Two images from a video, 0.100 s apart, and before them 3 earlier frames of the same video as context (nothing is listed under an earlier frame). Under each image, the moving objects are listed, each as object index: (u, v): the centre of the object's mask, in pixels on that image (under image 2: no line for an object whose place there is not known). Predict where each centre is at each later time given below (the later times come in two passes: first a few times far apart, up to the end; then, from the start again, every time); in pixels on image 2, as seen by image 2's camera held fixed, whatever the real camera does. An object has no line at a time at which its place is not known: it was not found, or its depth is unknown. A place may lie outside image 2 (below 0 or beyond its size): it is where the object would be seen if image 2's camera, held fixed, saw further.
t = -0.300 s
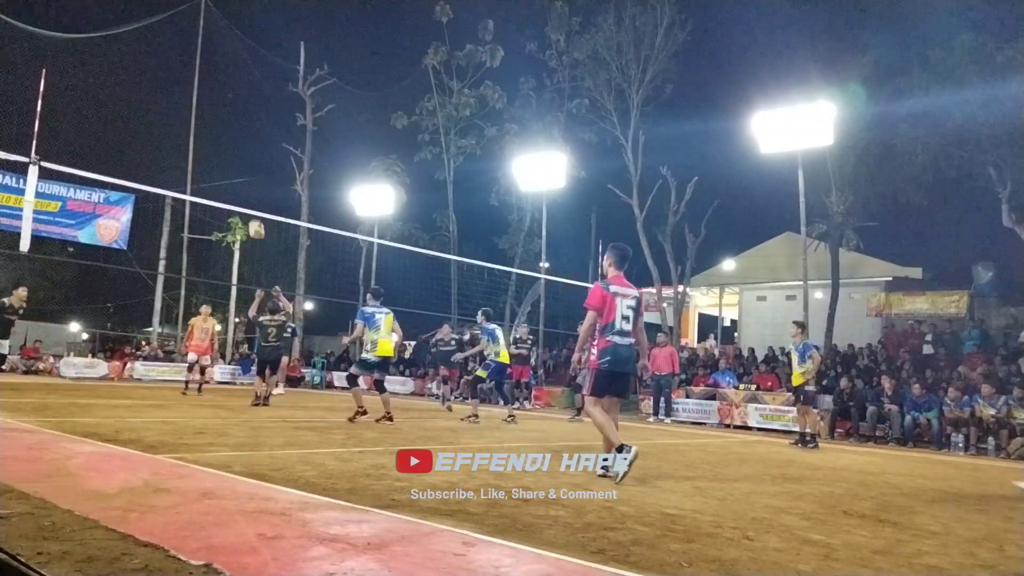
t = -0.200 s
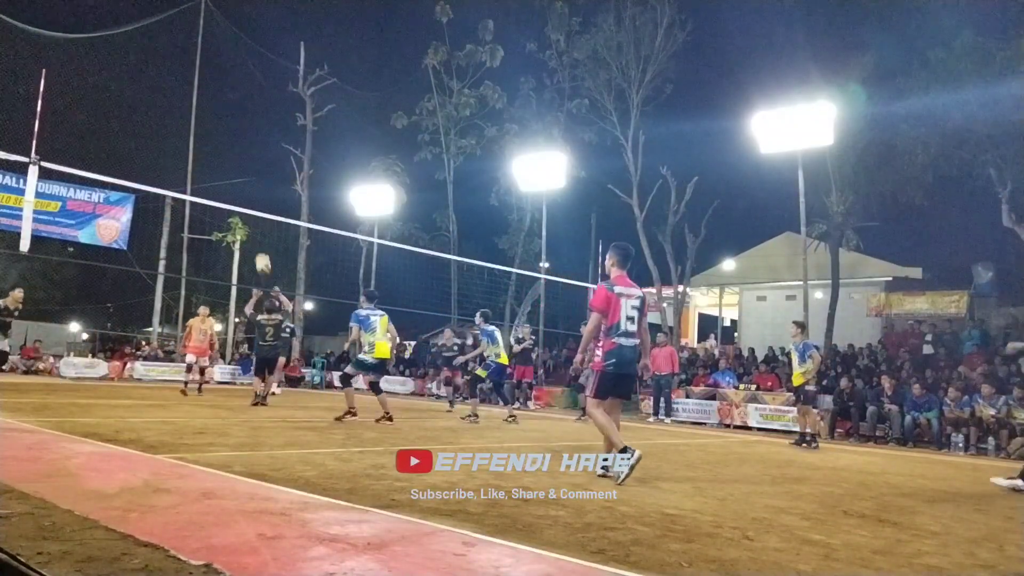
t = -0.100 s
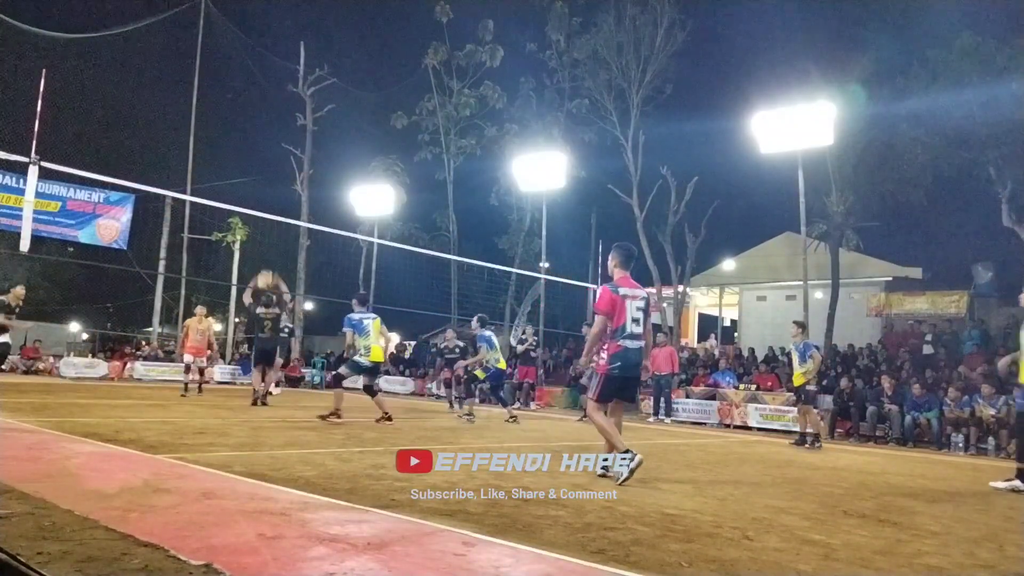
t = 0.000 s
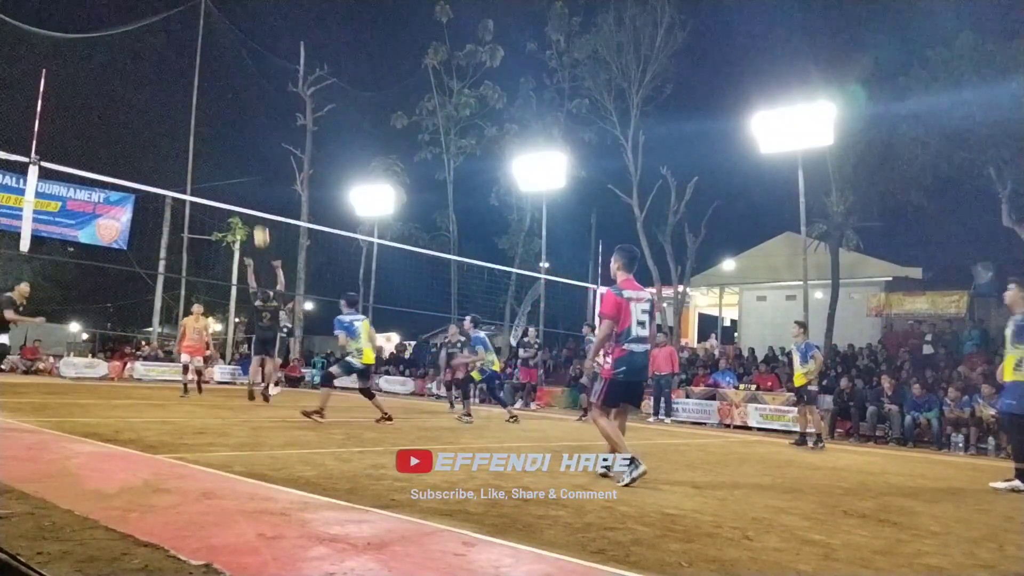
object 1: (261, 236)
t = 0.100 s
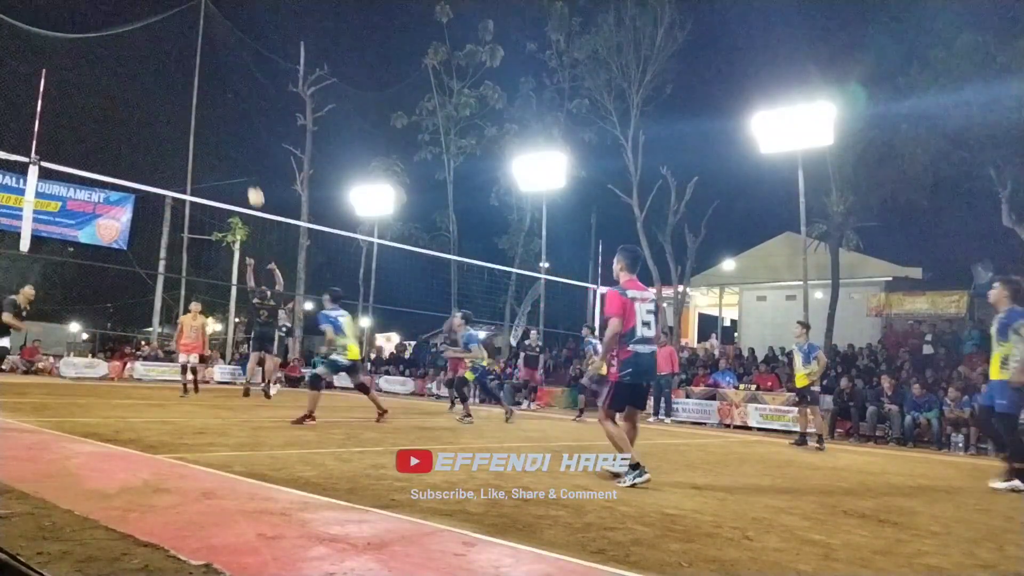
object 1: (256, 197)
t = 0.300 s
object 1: (242, 134)
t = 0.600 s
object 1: (218, 85)
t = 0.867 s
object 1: (189, 90)
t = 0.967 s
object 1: (176, 104)
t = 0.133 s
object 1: (253, 185)
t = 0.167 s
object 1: (251, 174)
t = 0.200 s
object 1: (249, 162)
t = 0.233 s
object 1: (247, 153)
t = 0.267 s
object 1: (245, 143)
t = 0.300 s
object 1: (242, 134)
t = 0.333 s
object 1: (240, 126)
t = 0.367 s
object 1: (237, 119)
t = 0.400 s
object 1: (235, 112)
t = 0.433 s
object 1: (232, 106)
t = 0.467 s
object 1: (229, 100)
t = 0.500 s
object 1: (227, 95)
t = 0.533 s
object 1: (224, 91)
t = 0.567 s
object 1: (221, 88)
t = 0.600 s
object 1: (218, 85)
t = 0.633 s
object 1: (214, 83)
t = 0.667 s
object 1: (211, 82)
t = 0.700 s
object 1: (208, 81)
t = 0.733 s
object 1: (204, 81)
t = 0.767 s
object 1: (200, 82)
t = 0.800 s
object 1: (197, 84)
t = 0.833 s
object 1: (193, 86)
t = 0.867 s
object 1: (189, 90)
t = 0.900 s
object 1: (185, 94)
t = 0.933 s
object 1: (181, 98)
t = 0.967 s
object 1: (176, 104)
